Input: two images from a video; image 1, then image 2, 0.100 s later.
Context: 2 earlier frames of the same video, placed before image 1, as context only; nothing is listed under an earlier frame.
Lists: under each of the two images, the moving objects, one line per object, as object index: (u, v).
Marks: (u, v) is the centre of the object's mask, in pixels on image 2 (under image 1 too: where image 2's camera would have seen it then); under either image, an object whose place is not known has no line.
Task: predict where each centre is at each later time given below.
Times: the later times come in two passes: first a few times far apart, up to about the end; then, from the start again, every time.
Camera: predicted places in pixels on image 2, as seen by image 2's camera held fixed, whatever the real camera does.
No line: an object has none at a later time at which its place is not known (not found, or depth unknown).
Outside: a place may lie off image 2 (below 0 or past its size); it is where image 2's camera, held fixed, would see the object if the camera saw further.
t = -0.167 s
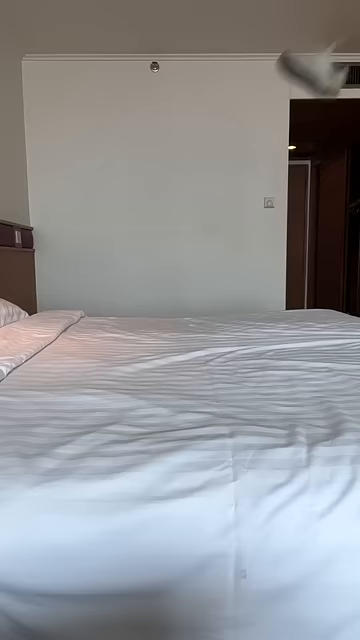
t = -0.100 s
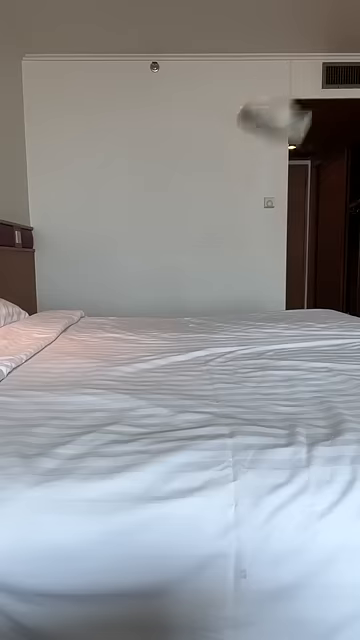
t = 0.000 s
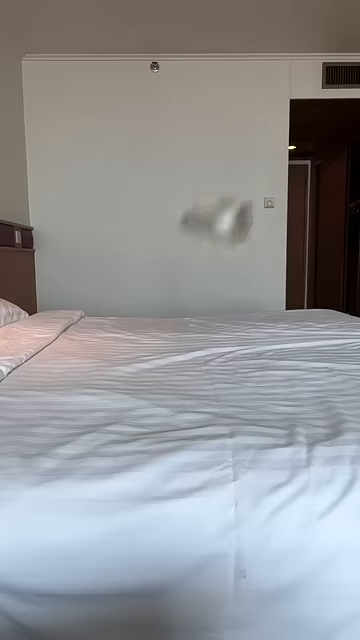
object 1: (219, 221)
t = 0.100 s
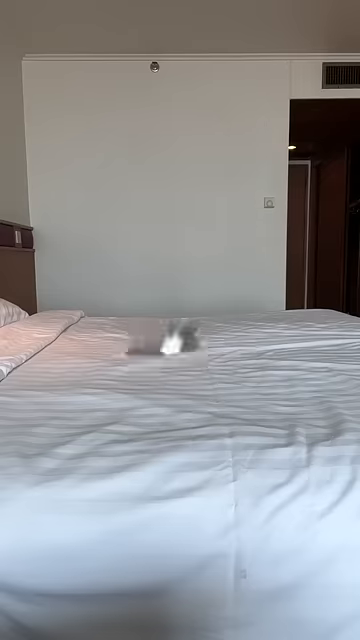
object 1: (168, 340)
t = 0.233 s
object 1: (162, 311)
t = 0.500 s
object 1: (154, 333)
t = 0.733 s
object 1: (164, 340)
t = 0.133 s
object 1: (163, 343)
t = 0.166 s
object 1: (162, 329)
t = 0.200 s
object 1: (162, 318)
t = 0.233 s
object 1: (162, 311)
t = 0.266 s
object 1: (162, 307)
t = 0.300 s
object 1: (163, 306)
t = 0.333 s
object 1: (162, 308)
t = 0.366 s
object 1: (162, 312)
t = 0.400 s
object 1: (163, 319)
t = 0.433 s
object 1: (162, 328)
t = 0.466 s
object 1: (159, 330)
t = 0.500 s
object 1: (154, 333)
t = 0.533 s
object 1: (150, 337)
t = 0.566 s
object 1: (150, 337)
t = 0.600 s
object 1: (152, 336)
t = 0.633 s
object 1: (155, 336)
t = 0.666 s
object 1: (158, 338)
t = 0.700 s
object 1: (161, 340)
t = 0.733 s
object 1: (164, 340)
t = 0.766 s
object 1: (165, 340)
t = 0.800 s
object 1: (165, 339)
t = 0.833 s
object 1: (166, 340)
